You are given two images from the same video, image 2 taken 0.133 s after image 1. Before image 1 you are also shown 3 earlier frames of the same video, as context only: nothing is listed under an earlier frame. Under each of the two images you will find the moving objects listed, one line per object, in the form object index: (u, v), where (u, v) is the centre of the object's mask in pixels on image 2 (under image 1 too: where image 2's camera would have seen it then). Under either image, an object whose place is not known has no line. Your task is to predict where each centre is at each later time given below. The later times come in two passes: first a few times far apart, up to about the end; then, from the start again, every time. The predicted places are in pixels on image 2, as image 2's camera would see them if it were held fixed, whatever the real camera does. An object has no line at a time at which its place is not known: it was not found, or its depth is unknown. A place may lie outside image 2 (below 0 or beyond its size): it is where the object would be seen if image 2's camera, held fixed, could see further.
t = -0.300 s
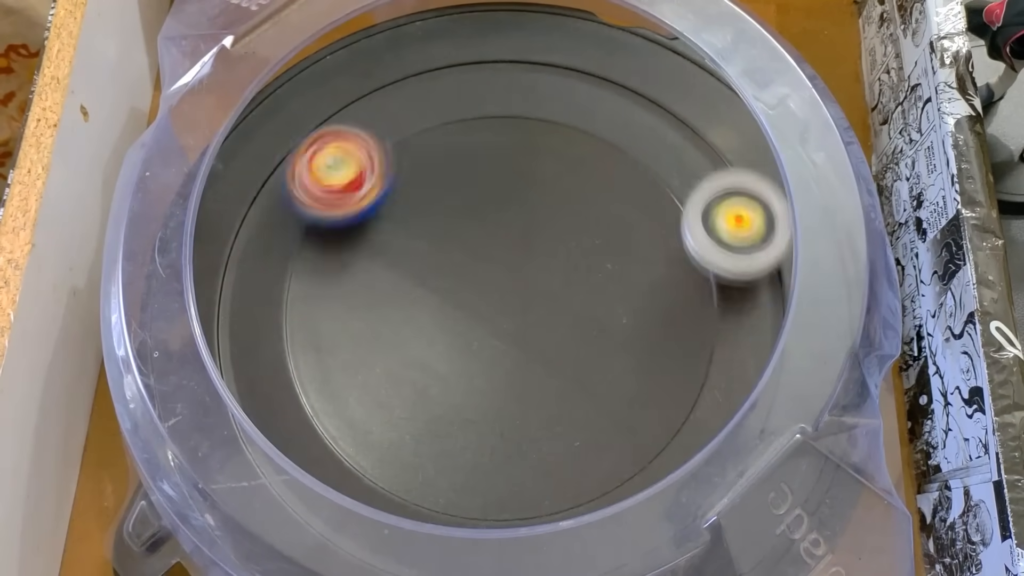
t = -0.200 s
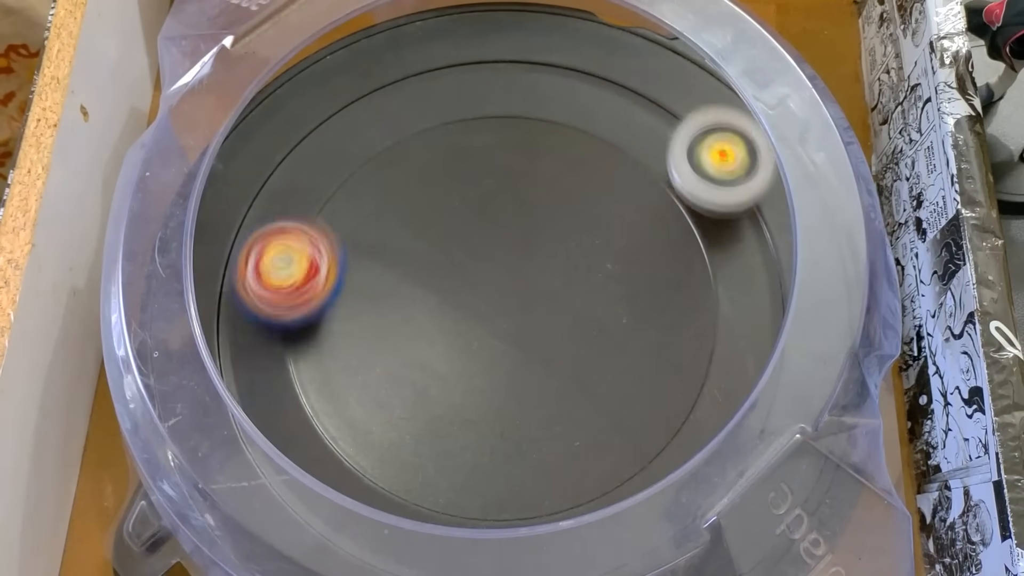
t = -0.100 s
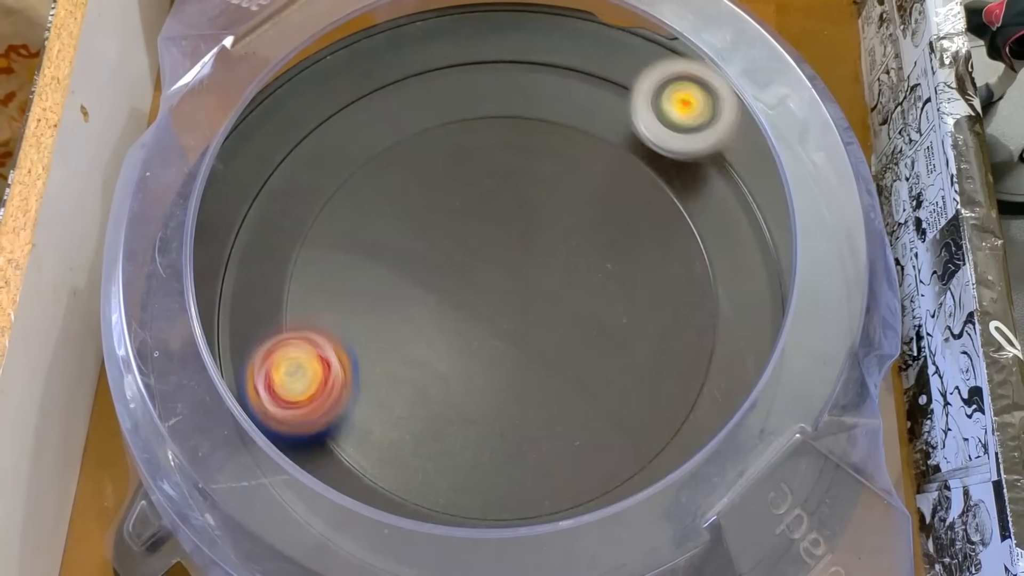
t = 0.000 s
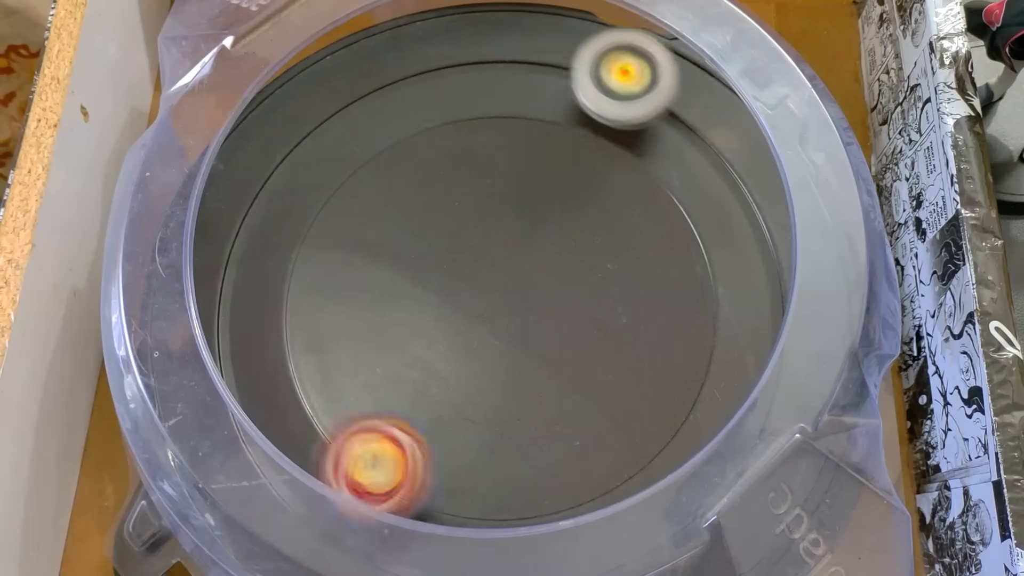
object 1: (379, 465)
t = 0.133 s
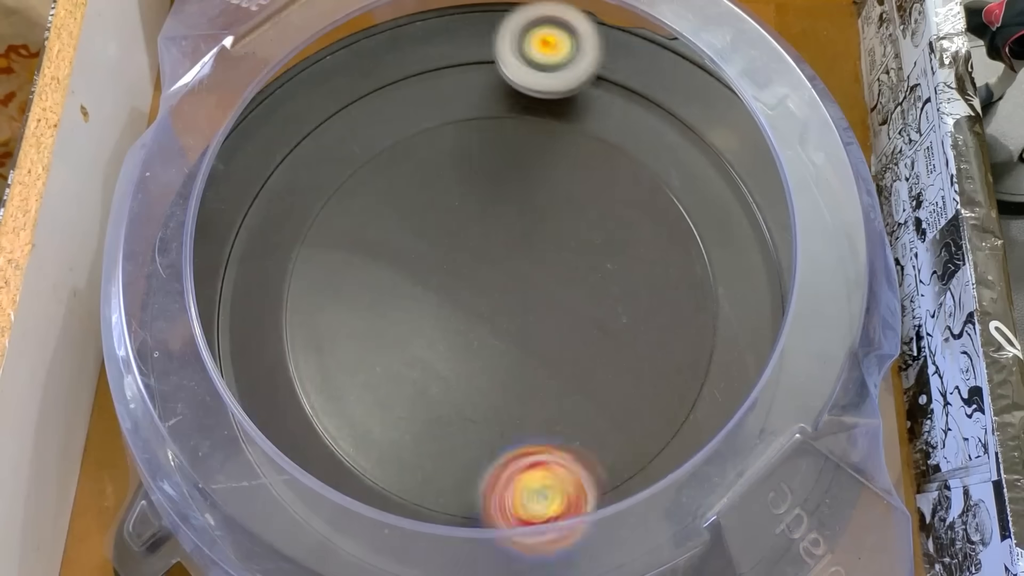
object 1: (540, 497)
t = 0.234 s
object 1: (649, 439)
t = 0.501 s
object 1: (653, 169)
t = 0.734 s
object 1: (420, 125)
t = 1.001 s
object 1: (331, 330)
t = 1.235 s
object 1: (570, 439)
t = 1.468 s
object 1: (676, 246)
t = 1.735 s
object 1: (464, 146)
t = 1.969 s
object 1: (329, 316)
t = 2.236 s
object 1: (503, 480)
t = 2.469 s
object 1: (678, 345)
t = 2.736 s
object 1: (537, 153)
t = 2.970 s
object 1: (341, 220)
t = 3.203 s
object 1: (343, 418)
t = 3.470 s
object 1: (591, 430)
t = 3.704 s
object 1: (629, 224)
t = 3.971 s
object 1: (422, 161)
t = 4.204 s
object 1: (344, 330)
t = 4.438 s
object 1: (520, 429)
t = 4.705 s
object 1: (635, 261)
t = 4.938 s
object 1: (478, 185)
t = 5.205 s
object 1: (392, 342)
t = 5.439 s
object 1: (530, 415)
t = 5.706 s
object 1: (599, 260)
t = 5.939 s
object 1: (449, 218)
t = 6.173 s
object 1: (386, 348)
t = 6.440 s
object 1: (555, 384)
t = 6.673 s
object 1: (577, 241)
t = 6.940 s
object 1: (426, 224)
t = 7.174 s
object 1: (414, 354)
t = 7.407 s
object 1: (470, 314)
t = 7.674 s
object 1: (485, 229)
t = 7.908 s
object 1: (447, 262)
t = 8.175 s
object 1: (497, 273)
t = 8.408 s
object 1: (409, 221)
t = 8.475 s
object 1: (399, 235)
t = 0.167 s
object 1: (583, 485)
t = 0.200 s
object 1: (615, 463)
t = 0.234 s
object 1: (649, 439)
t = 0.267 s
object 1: (674, 410)
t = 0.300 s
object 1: (694, 378)
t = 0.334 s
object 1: (708, 340)
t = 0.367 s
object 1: (712, 302)
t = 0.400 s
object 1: (709, 265)
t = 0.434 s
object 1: (696, 228)
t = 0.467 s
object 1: (680, 198)
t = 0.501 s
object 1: (653, 169)
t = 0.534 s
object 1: (627, 147)
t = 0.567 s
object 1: (595, 129)
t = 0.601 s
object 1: (560, 117)
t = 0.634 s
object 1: (525, 111)
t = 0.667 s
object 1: (491, 110)
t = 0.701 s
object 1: (455, 115)
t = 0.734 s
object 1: (420, 125)
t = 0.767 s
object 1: (391, 139)
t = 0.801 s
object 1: (360, 159)
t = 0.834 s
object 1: (342, 183)
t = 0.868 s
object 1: (330, 205)
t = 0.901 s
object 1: (323, 234)
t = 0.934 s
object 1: (319, 264)
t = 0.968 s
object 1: (322, 298)
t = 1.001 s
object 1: (331, 330)
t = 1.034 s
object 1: (350, 364)
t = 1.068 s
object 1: (398, 416)
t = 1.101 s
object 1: (426, 433)
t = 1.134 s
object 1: (463, 446)
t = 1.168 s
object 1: (496, 452)
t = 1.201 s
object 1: (533, 449)
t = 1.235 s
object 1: (570, 439)
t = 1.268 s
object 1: (605, 423)
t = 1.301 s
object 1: (633, 402)
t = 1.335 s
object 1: (657, 373)
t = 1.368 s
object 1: (672, 343)
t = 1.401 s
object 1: (680, 310)
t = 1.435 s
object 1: (681, 278)
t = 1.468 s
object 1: (676, 246)
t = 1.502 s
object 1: (663, 217)
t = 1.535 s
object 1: (645, 191)
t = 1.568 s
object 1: (622, 171)
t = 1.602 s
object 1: (594, 153)
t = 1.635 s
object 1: (563, 143)
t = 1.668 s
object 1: (531, 138)
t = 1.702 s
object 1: (497, 138)
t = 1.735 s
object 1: (464, 146)
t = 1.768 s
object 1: (434, 157)
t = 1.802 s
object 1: (404, 176)
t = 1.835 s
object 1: (378, 197)
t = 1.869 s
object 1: (359, 223)
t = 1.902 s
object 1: (343, 252)
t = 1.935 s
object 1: (334, 284)
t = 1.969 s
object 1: (329, 316)
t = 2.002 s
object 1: (334, 349)
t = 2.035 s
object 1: (343, 383)
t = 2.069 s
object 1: (357, 413)
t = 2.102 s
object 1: (380, 437)
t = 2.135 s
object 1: (405, 459)
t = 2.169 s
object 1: (438, 472)
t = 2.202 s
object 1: (471, 480)
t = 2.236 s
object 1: (503, 480)
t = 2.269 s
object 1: (540, 477)
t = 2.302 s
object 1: (574, 468)
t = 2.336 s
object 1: (604, 453)
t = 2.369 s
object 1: (633, 433)
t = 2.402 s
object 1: (654, 408)
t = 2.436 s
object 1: (671, 377)
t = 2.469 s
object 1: (678, 345)
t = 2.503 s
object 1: (680, 311)
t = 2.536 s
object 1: (674, 278)
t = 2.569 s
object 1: (663, 249)
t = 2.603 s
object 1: (647, 222)
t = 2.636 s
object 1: (623, 196)
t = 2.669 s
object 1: (600, 177)
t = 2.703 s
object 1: (572, 164)
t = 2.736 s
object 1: (537, 153)
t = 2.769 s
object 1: (507, 149)
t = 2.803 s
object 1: (475, 150)
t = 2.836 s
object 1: (443, 155)
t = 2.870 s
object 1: (414, 165)
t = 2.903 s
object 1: (386, 181)
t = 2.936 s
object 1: (360, 199)
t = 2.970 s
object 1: (341, 220)
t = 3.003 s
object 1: (325, 247)
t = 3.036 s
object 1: (312, 273)
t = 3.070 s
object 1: (307, 300)
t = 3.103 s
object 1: (307, 332)
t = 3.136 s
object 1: (310, 361)
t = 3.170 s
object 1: (323, 390)
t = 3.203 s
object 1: (343, 418)
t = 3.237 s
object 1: (364, 438)
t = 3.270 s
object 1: (392, 455)
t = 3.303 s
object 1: (427, 466)
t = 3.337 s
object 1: (460, 472)
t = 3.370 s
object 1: (494, 470)
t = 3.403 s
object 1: (531, 465)
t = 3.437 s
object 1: (562, 451)
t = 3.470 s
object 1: (591, 430)
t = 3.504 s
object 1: (616, 405)
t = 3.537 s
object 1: (633, 378)
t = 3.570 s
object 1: (644, 346)
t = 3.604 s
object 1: (650, 314)
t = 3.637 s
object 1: (648, 283)
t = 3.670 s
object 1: (642, 252)
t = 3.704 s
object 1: (629, 224)
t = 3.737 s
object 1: (610, 199)
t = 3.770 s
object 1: (589, 179)
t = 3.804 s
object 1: (565, 164)
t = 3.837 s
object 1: (537, 153)
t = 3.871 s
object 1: (506, 147)
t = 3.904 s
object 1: (479, 146)
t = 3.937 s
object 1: (450, 151)
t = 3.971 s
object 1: (422, 161)
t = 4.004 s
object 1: (397, 175)
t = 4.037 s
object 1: (375, 193)
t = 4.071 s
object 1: (359, 217)
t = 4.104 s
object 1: (346, 243)
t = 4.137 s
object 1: (339, 269)
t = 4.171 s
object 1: (337, 298)
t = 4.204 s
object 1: (344, 330)
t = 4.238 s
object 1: (354, 356)
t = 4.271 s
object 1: (370, 381)
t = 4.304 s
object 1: (395, 405)
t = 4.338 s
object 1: (422, 421)
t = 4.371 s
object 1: (452, 430)
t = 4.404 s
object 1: (485, 433)
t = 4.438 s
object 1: (520, 429)
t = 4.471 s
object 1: (552, 421)
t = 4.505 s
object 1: (578, 407)
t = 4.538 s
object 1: (600, 389)
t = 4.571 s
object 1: (619, 368)
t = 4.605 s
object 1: (632, 342)
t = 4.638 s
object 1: (638, 315)
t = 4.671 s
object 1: (639, 287)
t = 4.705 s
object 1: (635, 261)
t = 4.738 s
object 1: (624, 237)
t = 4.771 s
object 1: (606, 212)
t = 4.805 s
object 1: (584, 196)
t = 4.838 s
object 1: (561, 185)
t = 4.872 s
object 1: (534, 179)
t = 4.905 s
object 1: (505, 180)
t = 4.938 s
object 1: (478, 185)
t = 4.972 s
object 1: (452, 195)
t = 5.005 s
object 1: (430, 210)
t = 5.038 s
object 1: (412, 227)
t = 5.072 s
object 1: (398, 249)
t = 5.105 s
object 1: (387, 270)
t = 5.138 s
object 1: (384, 294)
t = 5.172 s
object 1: (385, 317)
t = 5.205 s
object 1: (392, 342)
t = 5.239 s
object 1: (400, 365)
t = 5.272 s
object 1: (412, 384)
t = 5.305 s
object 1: (432, 399)
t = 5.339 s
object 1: (456, 410)
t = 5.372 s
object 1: (480, 417)
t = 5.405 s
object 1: (504, 419)
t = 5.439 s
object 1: (530, 415)
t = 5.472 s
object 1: (555, 405)
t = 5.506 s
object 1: (578, 390)
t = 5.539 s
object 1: (596, 374)
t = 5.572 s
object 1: (607, 354)
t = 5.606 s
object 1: (613, 331)
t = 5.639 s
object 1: (614, 304)
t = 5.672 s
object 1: (609, 281)
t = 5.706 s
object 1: (599, 260)
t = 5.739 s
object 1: (584, 242)
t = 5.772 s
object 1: (565, 226)
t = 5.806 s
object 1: (541, 215)
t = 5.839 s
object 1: (519, 209)
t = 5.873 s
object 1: (496, 207)
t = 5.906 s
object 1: (473, 210)
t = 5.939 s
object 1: (449, 218)
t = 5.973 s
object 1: (427, 229)
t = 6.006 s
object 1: (408, 243)
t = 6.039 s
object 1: (395, 259)
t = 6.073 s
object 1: (386, 277)
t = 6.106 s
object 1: (381, 299)
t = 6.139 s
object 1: (381, 324)
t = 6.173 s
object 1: (386, 348)
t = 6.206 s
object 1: (395, 368)
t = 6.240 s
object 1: (410, 385)
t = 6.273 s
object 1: (430, 398)
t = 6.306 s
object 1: (454, 407)
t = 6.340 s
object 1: (485, 410)
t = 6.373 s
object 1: (510, 407)
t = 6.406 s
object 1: (533, 398)
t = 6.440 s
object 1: (555, 384)
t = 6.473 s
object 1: (572, 366)
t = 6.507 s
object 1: (587, 345)
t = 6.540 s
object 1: (595, 323)
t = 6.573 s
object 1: (598, 302)
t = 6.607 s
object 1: (595, 280)
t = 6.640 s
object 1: (588, 259)
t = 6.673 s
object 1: (577, 241)
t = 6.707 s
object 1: (563, 224)
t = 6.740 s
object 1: (546, 212)
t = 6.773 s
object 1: (528, 204)
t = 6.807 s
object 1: (507, 199)
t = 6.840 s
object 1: (485, 199)
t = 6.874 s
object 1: (463, 203)
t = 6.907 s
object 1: (443, 212)
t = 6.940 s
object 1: (426, 224)
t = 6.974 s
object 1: (409, 238)
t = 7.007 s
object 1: (398, 255)
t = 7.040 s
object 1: (392, 274)
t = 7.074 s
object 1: (391, 296)
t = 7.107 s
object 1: (393, 316)
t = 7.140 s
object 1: (403, 336)
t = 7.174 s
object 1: (414, 354)
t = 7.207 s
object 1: (412, 344)
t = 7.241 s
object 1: (414, 336)
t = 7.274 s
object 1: (422, 331)
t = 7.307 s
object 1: (431, 329)
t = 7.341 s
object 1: (445, 327)
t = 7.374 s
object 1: (459, 322)
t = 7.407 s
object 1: (470, 314)
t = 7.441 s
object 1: (481, 303)
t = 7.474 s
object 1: (489, 291)
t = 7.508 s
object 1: (493, 279)
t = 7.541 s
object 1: (497, 266)
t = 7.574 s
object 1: (497, 255)
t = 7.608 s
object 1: (496, 244)
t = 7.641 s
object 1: (491, 236)
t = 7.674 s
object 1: (485, 229)
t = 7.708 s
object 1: (477, 224)
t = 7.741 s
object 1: (468, 222)
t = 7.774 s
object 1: (460, 223)
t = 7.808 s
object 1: (452, 228)
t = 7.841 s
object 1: (448, 237)
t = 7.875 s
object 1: (446, 249)
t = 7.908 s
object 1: (447, 262)
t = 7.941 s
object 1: (454, 277)
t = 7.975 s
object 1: (466, 292)
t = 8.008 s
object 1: (478, 303)
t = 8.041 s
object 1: (493, 313)
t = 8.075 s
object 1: (509, 318)
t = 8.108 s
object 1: (524, 320)
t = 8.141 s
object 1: (521, 304)
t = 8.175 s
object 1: (497, 273)
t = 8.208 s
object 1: (478, 247)
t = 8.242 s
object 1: (461, 229)
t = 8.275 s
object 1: (447, 220)
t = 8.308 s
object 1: (437, 215)
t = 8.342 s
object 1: (425, 213)
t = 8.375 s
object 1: (415, 215)
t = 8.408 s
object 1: (409, 221)
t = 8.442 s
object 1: (403, 226)
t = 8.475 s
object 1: (399, 235)
